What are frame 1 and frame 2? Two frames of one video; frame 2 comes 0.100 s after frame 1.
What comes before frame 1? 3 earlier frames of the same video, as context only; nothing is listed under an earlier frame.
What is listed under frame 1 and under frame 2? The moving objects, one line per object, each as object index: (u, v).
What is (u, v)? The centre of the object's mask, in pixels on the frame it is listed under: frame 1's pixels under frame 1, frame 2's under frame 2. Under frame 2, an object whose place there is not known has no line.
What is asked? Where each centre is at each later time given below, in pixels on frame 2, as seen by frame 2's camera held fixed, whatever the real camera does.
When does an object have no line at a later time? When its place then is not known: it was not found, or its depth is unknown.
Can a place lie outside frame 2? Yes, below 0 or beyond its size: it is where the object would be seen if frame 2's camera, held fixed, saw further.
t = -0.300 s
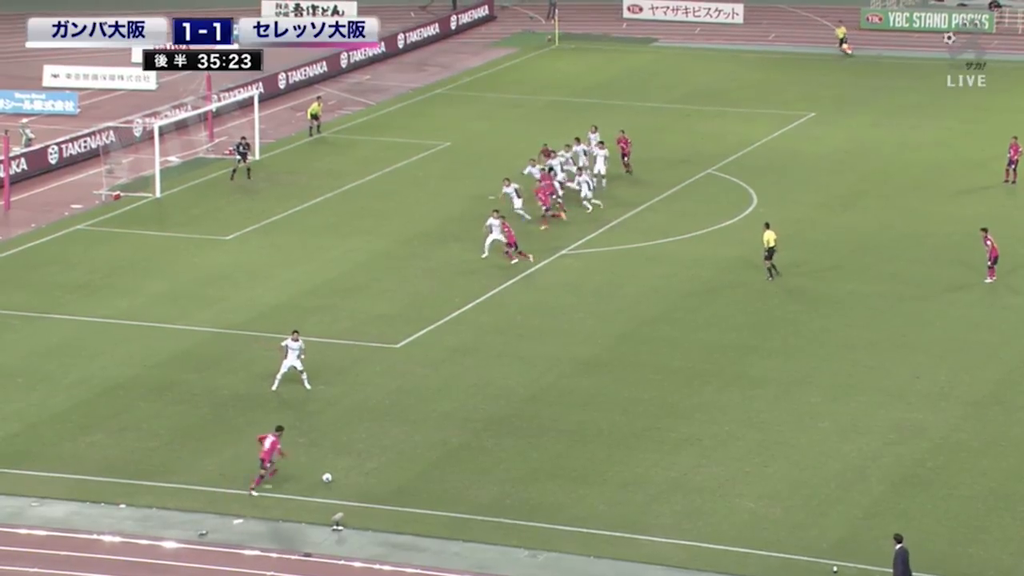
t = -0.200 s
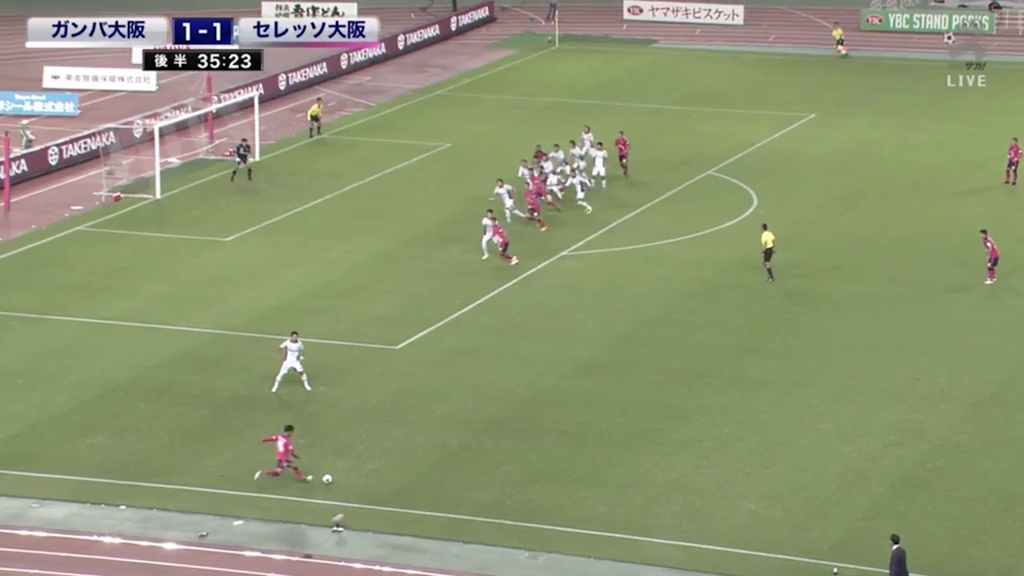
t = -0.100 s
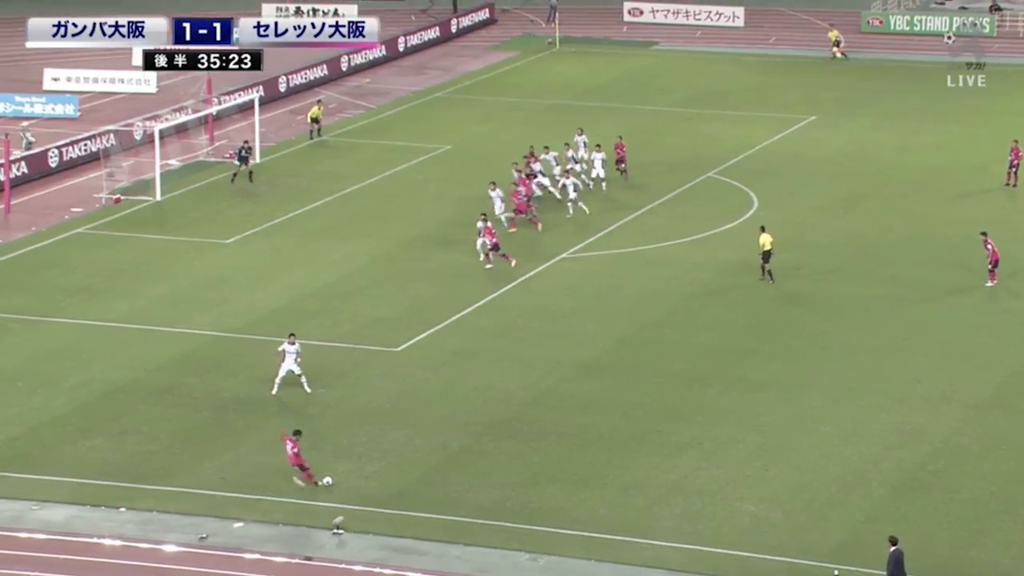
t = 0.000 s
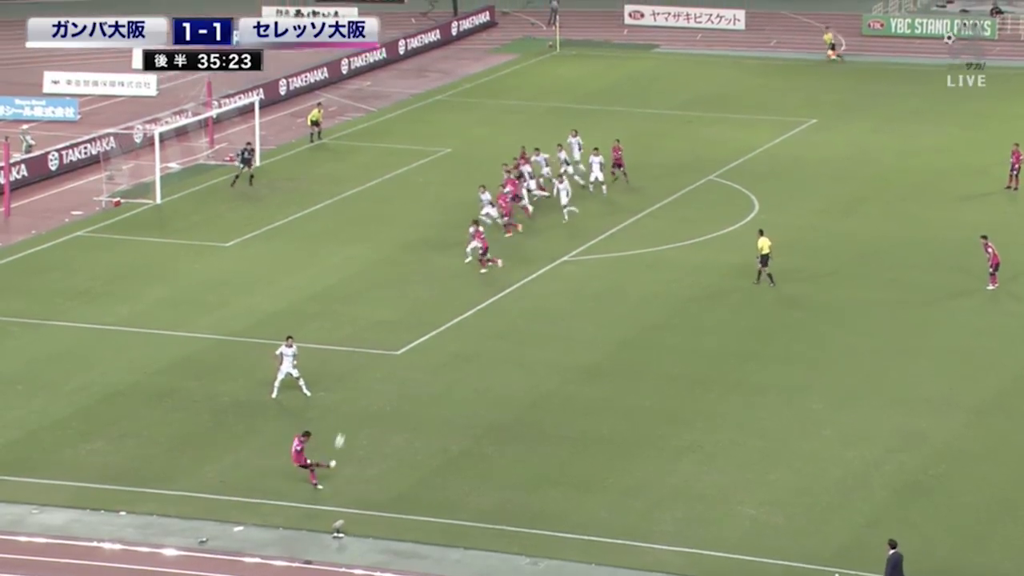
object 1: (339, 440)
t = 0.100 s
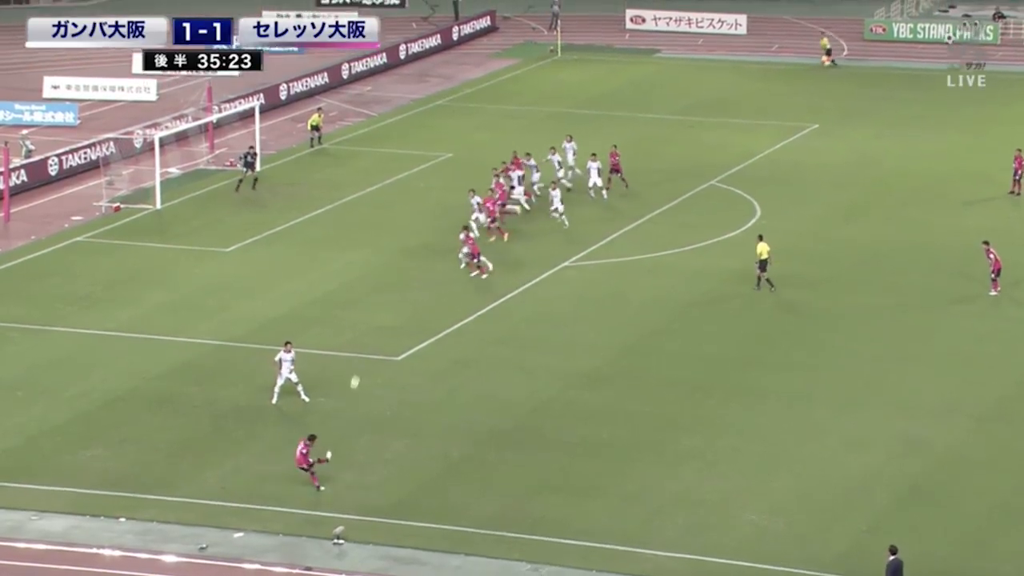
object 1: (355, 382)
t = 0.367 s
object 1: (371, 260)
